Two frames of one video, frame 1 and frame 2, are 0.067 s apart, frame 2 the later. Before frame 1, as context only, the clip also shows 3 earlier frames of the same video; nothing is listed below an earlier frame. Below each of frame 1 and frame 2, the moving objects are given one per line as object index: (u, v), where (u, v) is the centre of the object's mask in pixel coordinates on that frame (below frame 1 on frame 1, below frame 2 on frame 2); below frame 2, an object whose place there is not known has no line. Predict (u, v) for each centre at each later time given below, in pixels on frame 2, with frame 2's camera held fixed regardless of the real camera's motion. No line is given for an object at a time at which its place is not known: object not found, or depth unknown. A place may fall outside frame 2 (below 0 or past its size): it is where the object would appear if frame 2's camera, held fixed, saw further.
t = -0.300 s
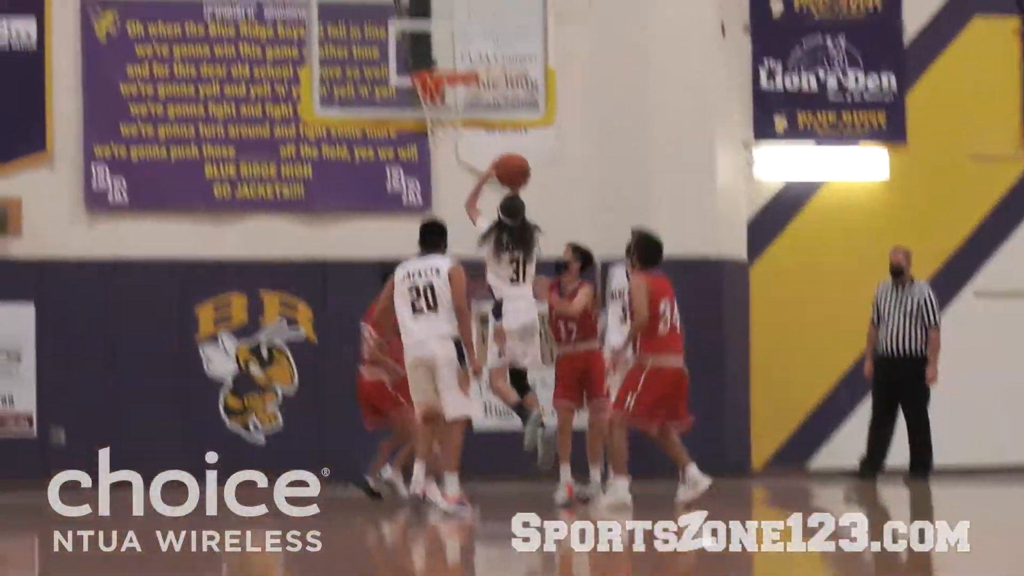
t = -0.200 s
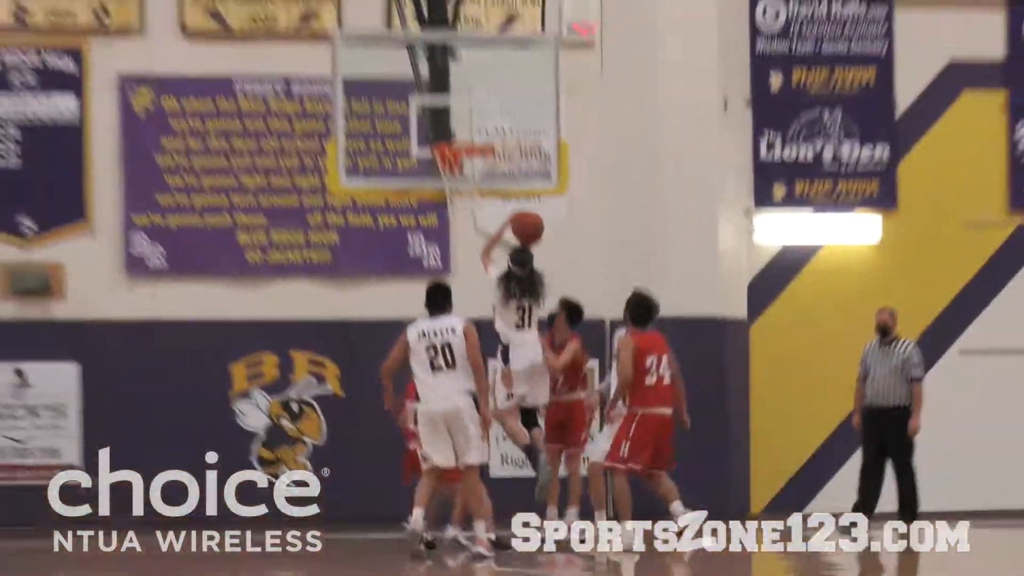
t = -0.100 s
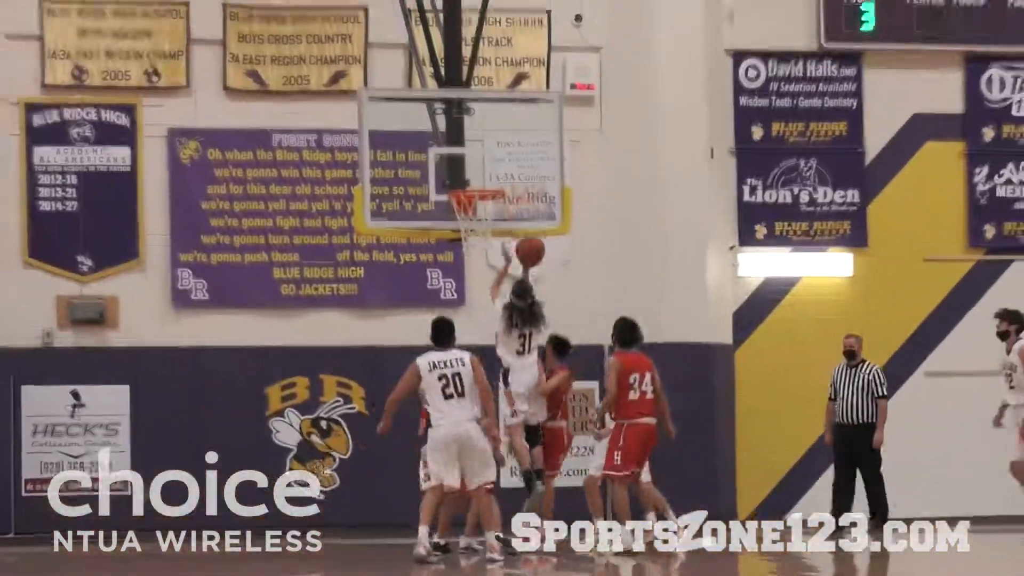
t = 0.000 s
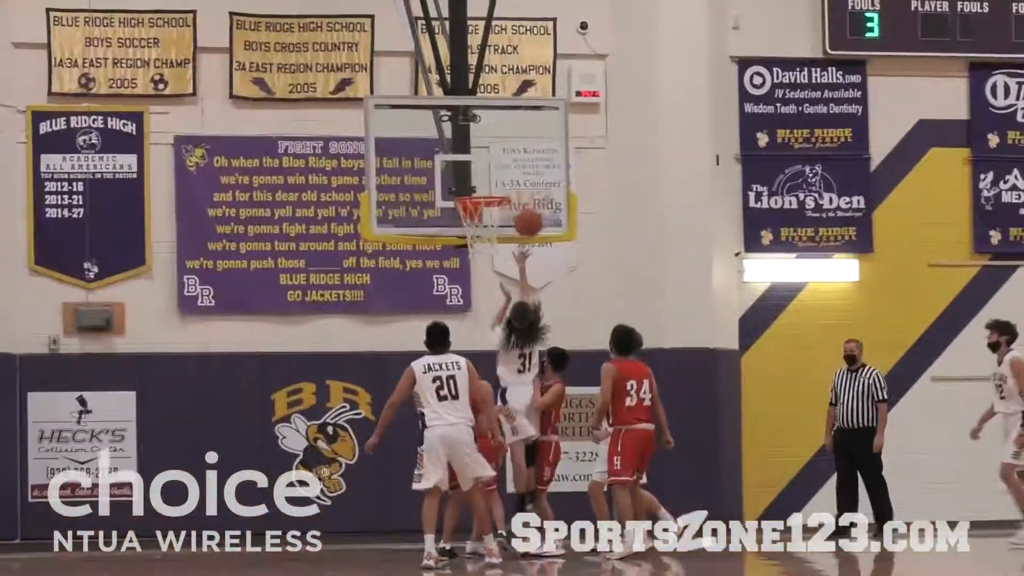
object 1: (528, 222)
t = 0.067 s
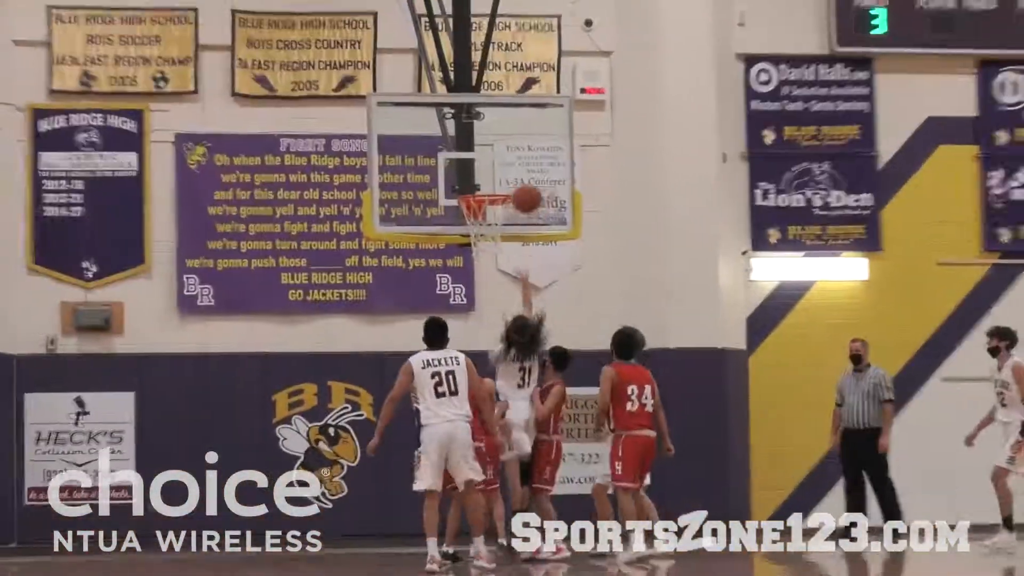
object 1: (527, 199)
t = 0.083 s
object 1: (525, 194)
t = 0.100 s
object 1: (524, 190)
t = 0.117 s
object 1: (522, 186)
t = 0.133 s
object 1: (521, 182)
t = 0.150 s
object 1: (520, 179)
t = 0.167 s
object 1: (518, 176)
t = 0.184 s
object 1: (517, 173)
